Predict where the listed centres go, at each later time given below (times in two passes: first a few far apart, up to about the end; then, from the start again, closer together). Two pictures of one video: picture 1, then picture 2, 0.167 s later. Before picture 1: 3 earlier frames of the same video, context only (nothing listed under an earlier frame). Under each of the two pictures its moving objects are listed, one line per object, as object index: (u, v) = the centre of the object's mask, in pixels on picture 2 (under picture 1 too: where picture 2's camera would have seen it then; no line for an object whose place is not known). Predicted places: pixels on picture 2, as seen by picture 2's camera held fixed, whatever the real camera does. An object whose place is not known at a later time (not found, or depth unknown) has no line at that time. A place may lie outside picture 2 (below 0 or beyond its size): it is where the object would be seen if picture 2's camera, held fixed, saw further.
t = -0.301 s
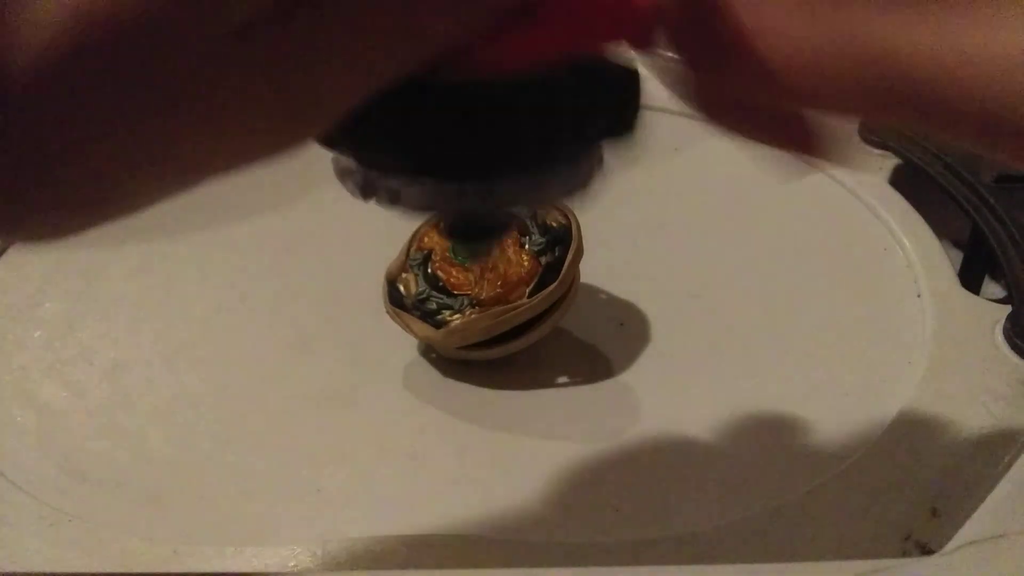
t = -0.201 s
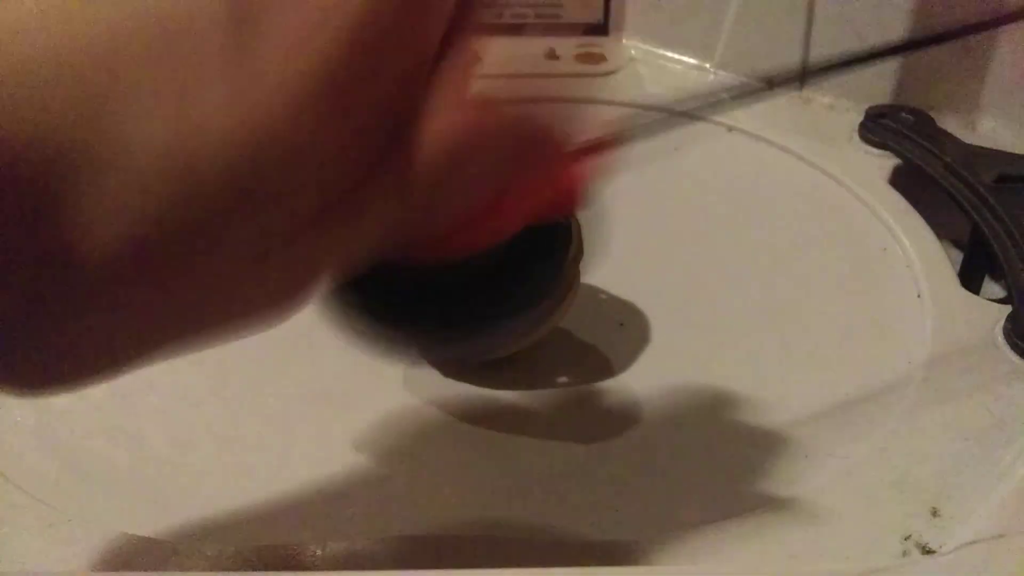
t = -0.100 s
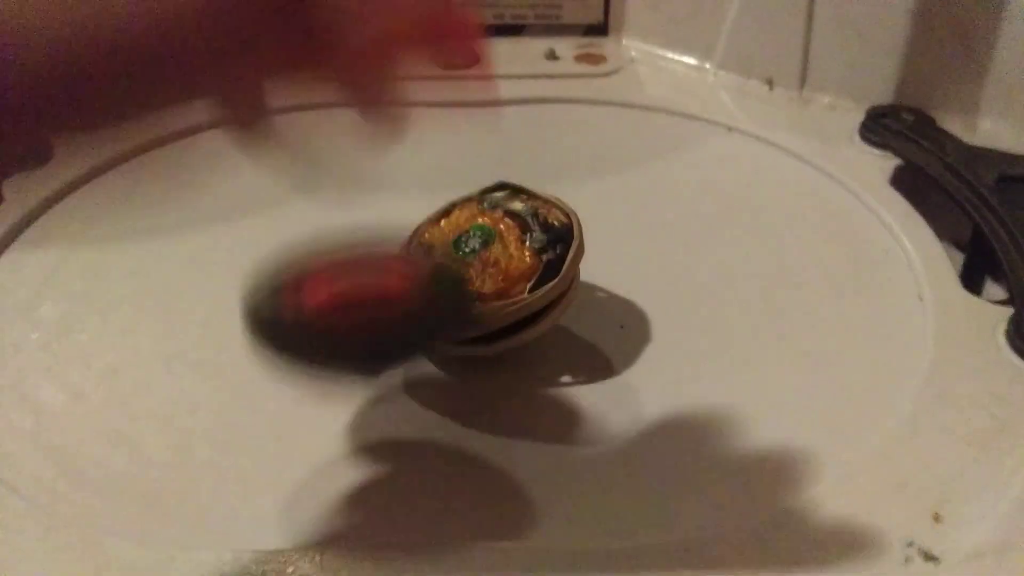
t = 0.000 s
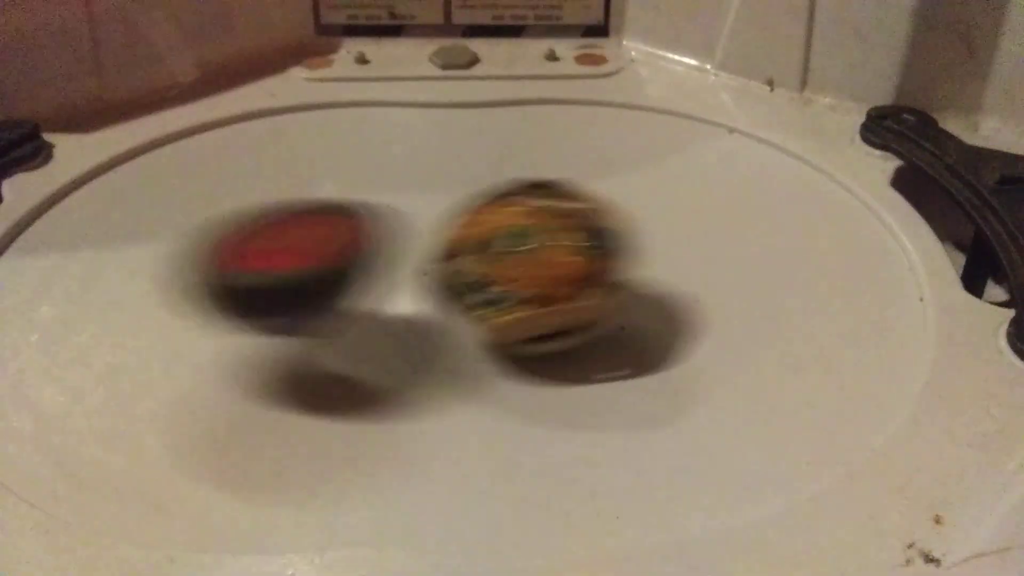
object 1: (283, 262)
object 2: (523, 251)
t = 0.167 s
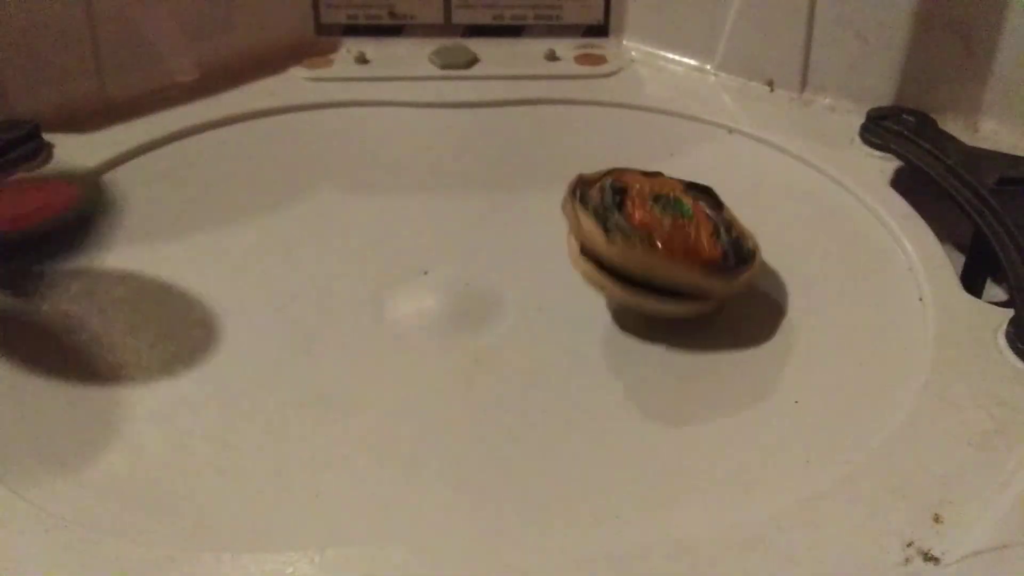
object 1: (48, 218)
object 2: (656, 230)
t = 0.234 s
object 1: (25, 217)
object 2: (648, 221)
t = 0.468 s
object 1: (401, 326)
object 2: (545, 235)
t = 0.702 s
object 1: (477, 388)
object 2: (646, 213)
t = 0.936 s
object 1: (622, 308)
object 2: (634, 198)
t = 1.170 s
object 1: (40, 323)
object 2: (664, 127)
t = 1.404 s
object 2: (594, 132)
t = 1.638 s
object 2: (423, 204)
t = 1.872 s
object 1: (351, 346)
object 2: (247, 220)
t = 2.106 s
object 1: (539, 135)
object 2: (266, 217)
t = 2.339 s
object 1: (410, 62)
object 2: (325, 261)
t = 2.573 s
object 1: (109, 175)
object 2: (341, 288)
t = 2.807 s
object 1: (403, 383)
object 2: (334, 267)
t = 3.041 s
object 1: (899, 163)
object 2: (346, 268)
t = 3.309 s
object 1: (442, 98)
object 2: (360, 271)
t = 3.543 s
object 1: (218, 200)
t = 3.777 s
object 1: (439, 180)
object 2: (353, 313)
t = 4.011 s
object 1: (485, 134)
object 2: (441, 246)
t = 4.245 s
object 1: (578, 107)
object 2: (515, 250)
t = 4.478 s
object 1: (578, 125)
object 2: (500, 261)
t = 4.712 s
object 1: (773, 151)
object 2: (390, 287)
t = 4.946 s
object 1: (699, 180)
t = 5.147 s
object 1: (626, 253)
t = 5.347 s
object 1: (718, 320)
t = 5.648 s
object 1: (741, 270)
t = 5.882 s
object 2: (586, 163)
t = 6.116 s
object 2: (611, 157)
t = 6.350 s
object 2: (611, 177)
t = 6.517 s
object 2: (530, 233)
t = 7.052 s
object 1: (240, 205)
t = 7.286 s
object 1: (411, 148)
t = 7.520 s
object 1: (432, 112)
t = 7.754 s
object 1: (522, 150)
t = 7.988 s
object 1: (692, 165)
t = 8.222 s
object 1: (780, 161)
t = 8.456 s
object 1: (690, 213)
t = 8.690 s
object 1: (892, 235)
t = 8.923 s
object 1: (835, 272)
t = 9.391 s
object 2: (475, 186)
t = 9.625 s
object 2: (787, 203)
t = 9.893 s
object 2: (873, 230)
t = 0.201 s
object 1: (34, 204)
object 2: (655, 223)
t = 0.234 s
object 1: (25, 217)
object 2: (648, 221)
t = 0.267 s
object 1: (30, 231)
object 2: (643, 211)
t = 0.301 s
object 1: (62, 254)
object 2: (630, 210)
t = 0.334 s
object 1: (121, 277)
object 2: (612, 210)
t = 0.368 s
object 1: (201, 296)
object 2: (595, 215)
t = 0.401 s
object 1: (273, 307)
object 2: (578, 223)
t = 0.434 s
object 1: (340, 320)
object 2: (557, 228)
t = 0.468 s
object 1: (401, 326)
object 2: (545, 235)
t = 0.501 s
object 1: (455, 326)
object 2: (551, 229)
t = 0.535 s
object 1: (480, 324)
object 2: (581, 231)
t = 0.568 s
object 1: (472, 343)
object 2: (596, 231)
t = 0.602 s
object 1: (460, 358)
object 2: (616, 228)
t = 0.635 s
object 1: (456, 373)
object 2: (630, 224)
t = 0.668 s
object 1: (461, 382)
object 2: (635, 203)
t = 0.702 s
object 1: (477, 388)
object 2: (646, 213)
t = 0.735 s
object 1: (504, 391)
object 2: (652, 208)
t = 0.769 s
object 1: (543, 392)
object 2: (652, 205)
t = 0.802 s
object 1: (587, 388)
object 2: (644, 206)
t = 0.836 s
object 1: (625, 374)
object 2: (636, 212)
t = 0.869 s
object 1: (647, 351)
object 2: (630, 215)
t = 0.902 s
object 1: (651, 328)
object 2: (628, 211)
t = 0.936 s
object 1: (622, 308)
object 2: (634, 198)
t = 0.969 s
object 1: (533, 285)
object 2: (657, 188)
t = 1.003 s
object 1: (443, 290)
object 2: (667, 167)
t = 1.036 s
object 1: (339, 322)
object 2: (681, 159)
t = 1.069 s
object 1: (246, 323)
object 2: (695, 146)
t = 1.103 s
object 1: (143, 337)
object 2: (696, 138)
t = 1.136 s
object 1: (77, 328)
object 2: (687, 131)
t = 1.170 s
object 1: (40, 323)
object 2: (664, 127)
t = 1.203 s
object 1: (14, 290)
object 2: (663, 124)
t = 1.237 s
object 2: (640, 119)
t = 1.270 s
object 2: (633, 123)
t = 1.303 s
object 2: (631, 121)
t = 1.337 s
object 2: (624, 122)
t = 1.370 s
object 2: (610, 126)
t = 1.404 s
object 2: (594, 132)
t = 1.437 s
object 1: (15, 308)
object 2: (574, 139)
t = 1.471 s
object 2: (556, 150)
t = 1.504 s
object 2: (533, 160)
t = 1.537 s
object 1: (15, 330)
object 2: (507, 170)
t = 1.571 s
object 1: (22, 336)
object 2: (481, 183)
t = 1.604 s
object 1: (26, 342)
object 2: (453, 195)
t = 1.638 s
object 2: (423, 204)
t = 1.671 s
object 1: (37, 358)
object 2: (391, 212)
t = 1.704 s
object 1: (49, 368)
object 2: (358, 218)
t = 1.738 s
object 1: (69, 384)
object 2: (326, 223)
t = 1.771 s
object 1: (106, 387)
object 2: (299, 224)
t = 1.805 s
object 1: (180, 381)
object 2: (278, 224)
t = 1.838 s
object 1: (270, 362)
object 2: (259, 219)
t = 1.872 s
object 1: (351, 346)
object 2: (247, 220)
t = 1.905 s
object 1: (410, 312)
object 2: (242, 221)
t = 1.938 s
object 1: (456, 282)
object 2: (240, 221)
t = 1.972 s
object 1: (490, 234)
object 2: (236, 212)
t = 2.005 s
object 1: (513, 214)
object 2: (243, 222)
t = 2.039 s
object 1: (532, 184)
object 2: (247, 221)
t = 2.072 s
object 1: (538, 153)
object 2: (255, 225)
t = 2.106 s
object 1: (539, 135)
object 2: (266, 217)
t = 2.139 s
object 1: (533, 112)
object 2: (279, 213)
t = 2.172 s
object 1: (522, 95)
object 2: (282, 228)
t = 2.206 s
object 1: (508, 81)
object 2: (289, 235)
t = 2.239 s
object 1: (489, 71)
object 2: (297, 241)
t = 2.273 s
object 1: (466, 62)
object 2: (307, 248)
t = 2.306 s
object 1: (440, 65)
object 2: (315, 253)
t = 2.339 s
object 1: (410, 62)
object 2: (325, 261)
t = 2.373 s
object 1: (376, 78)
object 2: (328, 270)
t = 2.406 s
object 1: (334, 85)
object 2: (331, 274)
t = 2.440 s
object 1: (291, 100)
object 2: (335, 280)
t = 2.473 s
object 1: (241, 115)
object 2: (337, 285)
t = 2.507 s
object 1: (194, 127)
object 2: (338, 288)
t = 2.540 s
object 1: (152, 145)
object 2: (339, 288)
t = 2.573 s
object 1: (109, 175)
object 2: (341, 288)
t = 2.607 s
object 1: (87, 208)
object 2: (341, 285)
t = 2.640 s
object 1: (84, 246)
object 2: (340, 284)
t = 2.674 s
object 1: (89, 286)
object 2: (337, 284)
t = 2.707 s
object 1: (117, 331)
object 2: (338, 281)
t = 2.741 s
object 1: (193, 368)
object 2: (341, 278)
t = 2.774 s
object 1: (290, 371)
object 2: (342, 271)
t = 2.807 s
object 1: (403, 383)
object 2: (334, 267)
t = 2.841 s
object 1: (499, 367)
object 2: (335, 270)
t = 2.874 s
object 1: (606, 356)
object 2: (341, 269)
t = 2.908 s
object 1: (706, 333)
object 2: (342, 269)
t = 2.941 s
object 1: (790, 300)
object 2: (341, 267)
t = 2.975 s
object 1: (846, 254)
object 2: (345, 268)
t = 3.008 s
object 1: (884, 207)
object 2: (347, 268)
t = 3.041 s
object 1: (899, 163)
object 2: (346, 268)
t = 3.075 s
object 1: (895, 112)
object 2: (348, 268)
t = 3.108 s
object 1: (886, 98)
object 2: (341, 267)
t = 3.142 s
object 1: (803, 57)
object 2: (340, 268)
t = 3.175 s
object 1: (716, 60)
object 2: (344, 267)
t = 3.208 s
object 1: (636, 66)
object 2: (347, 266)
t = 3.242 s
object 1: (571, 48)
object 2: (349, 266)
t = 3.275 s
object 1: (507, 63)
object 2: (356, 271)
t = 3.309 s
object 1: (442, 98)
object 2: (360, 271)
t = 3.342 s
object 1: (369, 138)
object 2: (359, 271)
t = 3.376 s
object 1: (304, 170)
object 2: (356, 270)
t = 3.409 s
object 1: (255, 192)
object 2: (338, 290)
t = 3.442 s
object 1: (223, 205)
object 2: (339, 299)
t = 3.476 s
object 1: (209, 203)
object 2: (314, 306)
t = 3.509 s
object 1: (209, 201)
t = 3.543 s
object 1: (218, 200)
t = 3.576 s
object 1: (237, 201)
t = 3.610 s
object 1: (266, 203)
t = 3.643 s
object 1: (301, 203)
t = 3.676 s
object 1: (342, 200)
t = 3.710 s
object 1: (381, 196)
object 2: (341, 334)
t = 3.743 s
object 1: (414, 189)
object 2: (355, 329)
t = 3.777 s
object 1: (439, 180)
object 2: (353, 313)
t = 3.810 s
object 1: (459, 172)
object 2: (379, 313)
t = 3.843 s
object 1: (474, 162)
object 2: (385, 301)
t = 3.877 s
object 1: (485, 152)
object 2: (399, 291)
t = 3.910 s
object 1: (490, 144)
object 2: (401, 273)
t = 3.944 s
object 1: (491, 137)
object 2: (412, 269)
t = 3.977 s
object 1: (489, 135)
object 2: (427, 248)
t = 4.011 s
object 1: (485, 134)
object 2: (441, 246)
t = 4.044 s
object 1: (484, 135)
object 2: (468, 245)
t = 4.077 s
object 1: (502, 127)
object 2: (471, 250)
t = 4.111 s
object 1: (523, 126)
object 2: (469, 242)
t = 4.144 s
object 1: (539, 123)
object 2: (490, 253)
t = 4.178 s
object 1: (554, 118)
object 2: (499, 244)
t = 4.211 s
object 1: (568, 112)
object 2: (511, 249)
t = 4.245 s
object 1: (578, 107)
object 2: (515, 250)
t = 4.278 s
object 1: (585, 102)
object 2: (512, 251)
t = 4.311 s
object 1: (588, 99)
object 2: (511, 251)
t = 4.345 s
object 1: (587, 98)
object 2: (509, 254)
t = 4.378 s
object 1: (582, 99)
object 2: (508, 257)
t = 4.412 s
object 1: (578, 104)
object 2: (501, 260)
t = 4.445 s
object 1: (577, 112)
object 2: (502, 260)
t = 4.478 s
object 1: (578, 125)
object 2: (500, 261)
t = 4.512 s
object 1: (584, 135)
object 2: (500, 262)
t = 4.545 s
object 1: (593, 143)
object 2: (500, 260)
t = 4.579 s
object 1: (605, 155)
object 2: (498, 260)
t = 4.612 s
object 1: (626, 163)
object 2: (490, 263)
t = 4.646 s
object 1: (675, 161)
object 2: (457, 268)
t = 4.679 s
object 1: (722, 157)
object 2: (422, 276)
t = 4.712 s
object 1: (773, 151)
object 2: (390, 287)
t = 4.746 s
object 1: (815, 137)
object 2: (353, 291)
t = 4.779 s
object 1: (836, 131)
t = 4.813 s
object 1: (817, 141)
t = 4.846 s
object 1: (789, 146)
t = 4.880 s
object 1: (755, 160)
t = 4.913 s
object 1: (725, 172)
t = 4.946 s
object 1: (699, 180)
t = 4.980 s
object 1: (676, 190)
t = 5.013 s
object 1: (659, 200)
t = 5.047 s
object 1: (642, 211)
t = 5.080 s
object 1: (632, 224)
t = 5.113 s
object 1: (627, 239)
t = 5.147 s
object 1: (626, 253)
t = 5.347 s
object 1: (718, 320)
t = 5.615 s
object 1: (772, 276)
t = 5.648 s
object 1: (741, 270)
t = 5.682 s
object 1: (705, 266)
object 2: (457, 201)
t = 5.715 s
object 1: (665, 262)
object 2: (478, 185)
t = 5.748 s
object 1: (622, 264)
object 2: (492, 188)
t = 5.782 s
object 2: (516, 173)
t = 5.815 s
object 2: (541, 175)
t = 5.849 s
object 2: (562, 156)
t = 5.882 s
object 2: (586, 163)
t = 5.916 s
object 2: (600, 158)
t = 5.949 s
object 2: (601, 150)
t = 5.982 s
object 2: (625, 150)
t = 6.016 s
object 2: (629, 148)
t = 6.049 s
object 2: (628, 147)
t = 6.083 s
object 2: (627, 147)
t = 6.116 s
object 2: (611, 157)
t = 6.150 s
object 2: (622, 157)
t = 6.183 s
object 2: (631, 161)
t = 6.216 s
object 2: (635, 165)
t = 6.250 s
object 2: (634, 164)
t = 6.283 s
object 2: (625, 166)
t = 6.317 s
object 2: (618, 171)
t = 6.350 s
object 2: (611, 177)
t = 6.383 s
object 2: (597, 186)
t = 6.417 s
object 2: (581, 198)
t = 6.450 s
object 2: (569, 207)
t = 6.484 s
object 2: (552, 216)
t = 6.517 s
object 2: (530, 233)
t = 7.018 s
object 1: (221, 202)
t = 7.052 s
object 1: (240, 205)
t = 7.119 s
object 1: (301, 195)
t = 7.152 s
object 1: (331, 188)
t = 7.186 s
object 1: (358, 179)
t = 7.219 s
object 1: (380, 169)
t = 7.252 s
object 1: (397, 158)
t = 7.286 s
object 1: (411, 148)
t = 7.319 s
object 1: (421, 138)
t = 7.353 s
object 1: (428, 129)
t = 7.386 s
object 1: (432, 122)
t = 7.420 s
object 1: (435, 116)
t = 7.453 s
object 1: (436, 111)
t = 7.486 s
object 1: (434, 111)
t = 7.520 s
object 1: (432, 112)
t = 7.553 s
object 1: (430, 118)
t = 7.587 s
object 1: (431, 124)
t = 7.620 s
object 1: (434, 132)
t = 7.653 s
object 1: (440, 138)
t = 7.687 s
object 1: (463, 139)
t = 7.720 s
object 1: (493, 143)
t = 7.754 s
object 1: (522, 150)
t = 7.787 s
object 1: (548, 156)
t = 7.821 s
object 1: (575, 161)
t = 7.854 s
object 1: (600, 164)
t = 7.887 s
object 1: (625, 165)
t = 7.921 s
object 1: (650, 165)
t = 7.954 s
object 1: (671, 165)
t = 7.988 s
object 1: (692, 165)
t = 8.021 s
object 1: (711, 164)
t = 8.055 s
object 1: (728, 164)
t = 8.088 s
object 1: (743, 163)
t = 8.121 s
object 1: (758, 163)
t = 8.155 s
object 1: (770, 161)
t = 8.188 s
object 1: (777, 160)
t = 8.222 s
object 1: (780, 161)
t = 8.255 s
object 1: (777, 161)
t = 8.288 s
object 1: (770, 164)
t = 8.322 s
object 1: (760, 168)
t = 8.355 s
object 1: (746, 175)
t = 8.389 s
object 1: (730, 185)
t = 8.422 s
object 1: (710, 199)
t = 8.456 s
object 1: (690, 213)
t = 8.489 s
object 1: (705, 218)
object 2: (453, 280)
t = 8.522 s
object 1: (758, 225)
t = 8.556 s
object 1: (797, 226)
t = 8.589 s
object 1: (830, 229)
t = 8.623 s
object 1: (853, 230)
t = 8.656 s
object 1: (877, 232)
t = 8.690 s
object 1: (892, 235)
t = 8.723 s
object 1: (896, 238)
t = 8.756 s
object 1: (897, 241)
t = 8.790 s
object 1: (891, 245)
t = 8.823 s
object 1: (881, 252)
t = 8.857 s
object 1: (872, 257)
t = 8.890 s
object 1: (857, 265)
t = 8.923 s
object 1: (835, 272)
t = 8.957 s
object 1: (814, 280)
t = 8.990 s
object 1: (783, 288)
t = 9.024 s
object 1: (753, 289)
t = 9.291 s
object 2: (329, 185)
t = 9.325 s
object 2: (371, 189)
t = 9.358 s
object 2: (413, 196)
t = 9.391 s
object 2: (475, 186)
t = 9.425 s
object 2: (522, 194)
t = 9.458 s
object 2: (570, 193)
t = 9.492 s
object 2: (620, 182)
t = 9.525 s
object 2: (667, 182)
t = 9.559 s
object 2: (715, 184)
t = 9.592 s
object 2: (751, 185)
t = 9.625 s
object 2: (787, 203)
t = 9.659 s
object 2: (823, 190)
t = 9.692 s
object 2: (846, 194)
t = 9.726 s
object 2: (859, 215)
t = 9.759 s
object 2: (855, 204)
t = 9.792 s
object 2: (854, 208)
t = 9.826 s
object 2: (870, 223)
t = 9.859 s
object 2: (872, 226)
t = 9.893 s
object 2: (873, 230)
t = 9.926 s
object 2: (870, 235)
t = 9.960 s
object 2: (865, 240)
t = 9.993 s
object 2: (856, 245)
